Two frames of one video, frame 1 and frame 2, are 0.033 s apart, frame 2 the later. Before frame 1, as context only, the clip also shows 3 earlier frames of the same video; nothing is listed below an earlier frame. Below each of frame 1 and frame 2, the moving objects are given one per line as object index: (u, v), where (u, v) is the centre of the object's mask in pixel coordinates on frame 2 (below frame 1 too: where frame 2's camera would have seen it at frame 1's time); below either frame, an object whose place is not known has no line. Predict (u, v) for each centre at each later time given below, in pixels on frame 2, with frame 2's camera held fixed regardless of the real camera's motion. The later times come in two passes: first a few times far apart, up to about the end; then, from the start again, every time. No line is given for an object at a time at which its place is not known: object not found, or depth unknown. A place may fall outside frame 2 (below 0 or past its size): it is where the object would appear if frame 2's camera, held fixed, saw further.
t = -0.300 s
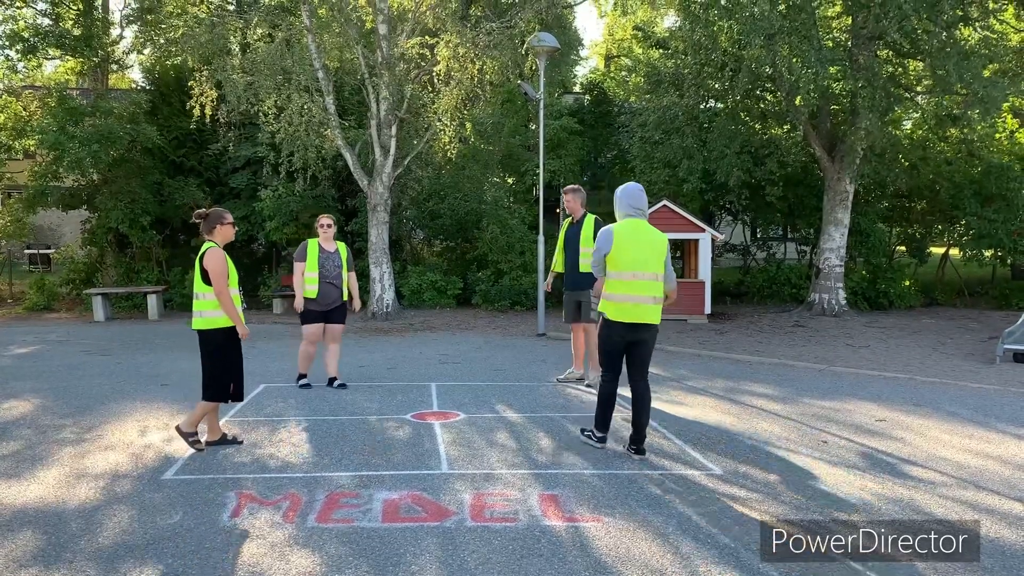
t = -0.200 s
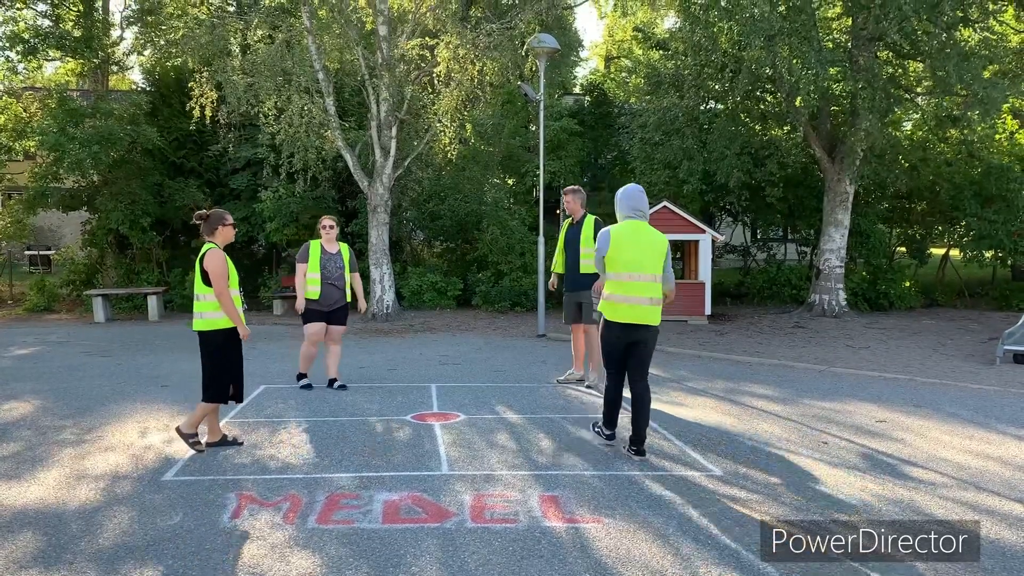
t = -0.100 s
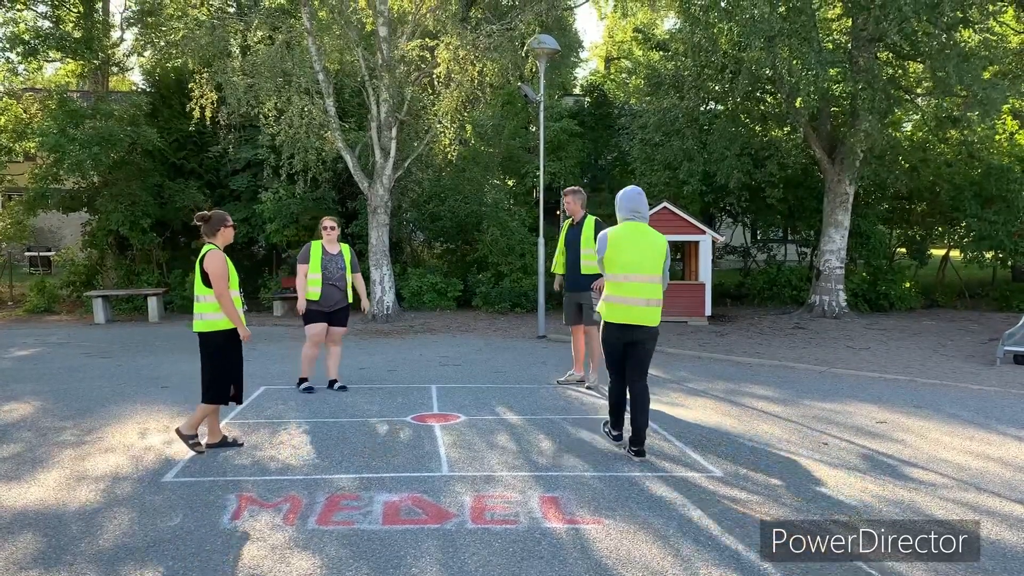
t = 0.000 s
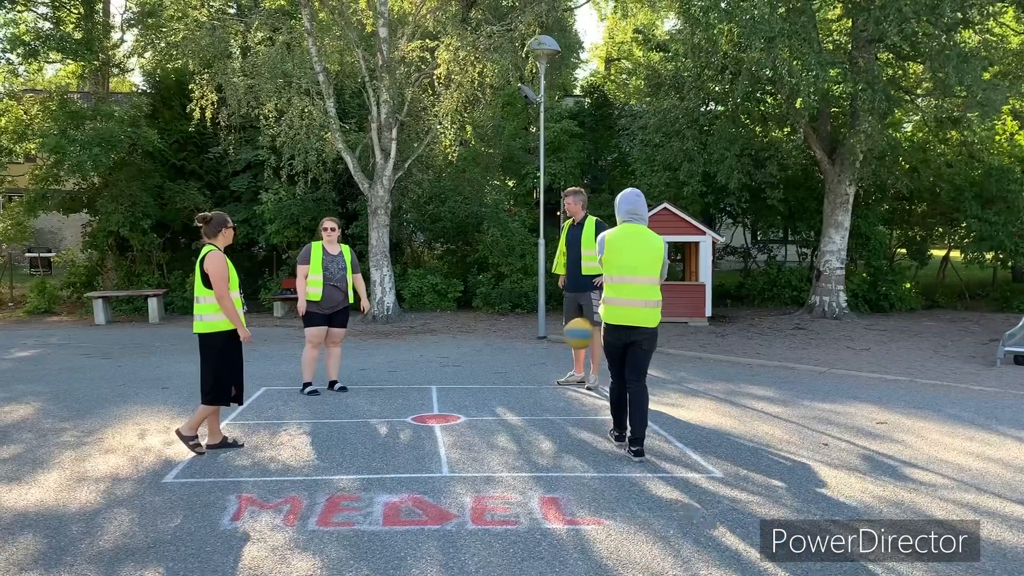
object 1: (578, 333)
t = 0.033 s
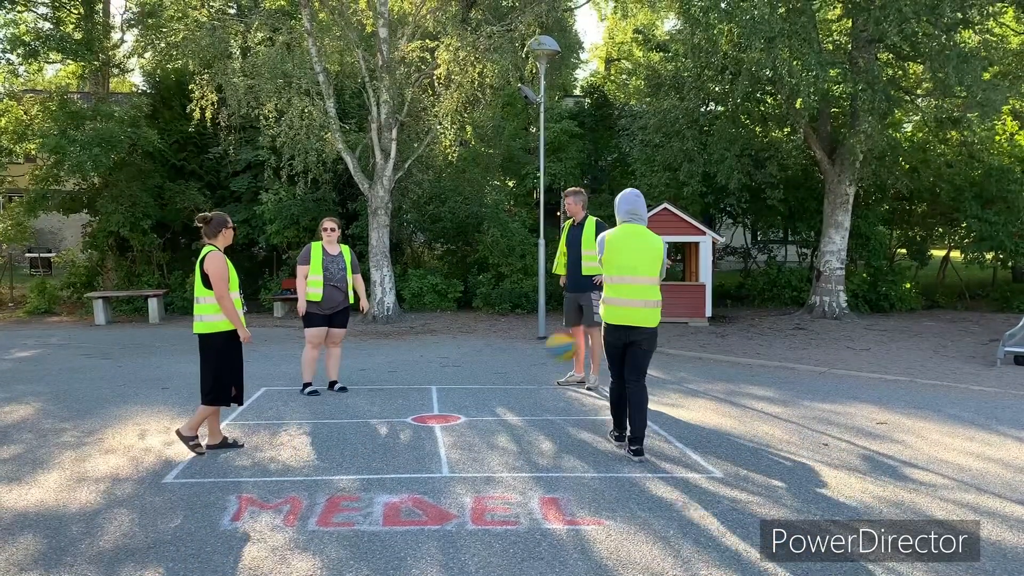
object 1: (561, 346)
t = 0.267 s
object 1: (449, 402)
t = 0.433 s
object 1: (381, 349)
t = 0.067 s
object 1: (544, 360)
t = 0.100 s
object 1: (528, 375)
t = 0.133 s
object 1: (510, 393)
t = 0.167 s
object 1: (494, 410)
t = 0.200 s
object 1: (475, 432)
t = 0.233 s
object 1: (462, 416)
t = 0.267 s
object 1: (449, 402)
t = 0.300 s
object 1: (437, 389)
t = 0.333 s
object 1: (423, 376)
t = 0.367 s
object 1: (410, 366)
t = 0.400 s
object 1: (396, 358)
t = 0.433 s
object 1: (381, 349)
